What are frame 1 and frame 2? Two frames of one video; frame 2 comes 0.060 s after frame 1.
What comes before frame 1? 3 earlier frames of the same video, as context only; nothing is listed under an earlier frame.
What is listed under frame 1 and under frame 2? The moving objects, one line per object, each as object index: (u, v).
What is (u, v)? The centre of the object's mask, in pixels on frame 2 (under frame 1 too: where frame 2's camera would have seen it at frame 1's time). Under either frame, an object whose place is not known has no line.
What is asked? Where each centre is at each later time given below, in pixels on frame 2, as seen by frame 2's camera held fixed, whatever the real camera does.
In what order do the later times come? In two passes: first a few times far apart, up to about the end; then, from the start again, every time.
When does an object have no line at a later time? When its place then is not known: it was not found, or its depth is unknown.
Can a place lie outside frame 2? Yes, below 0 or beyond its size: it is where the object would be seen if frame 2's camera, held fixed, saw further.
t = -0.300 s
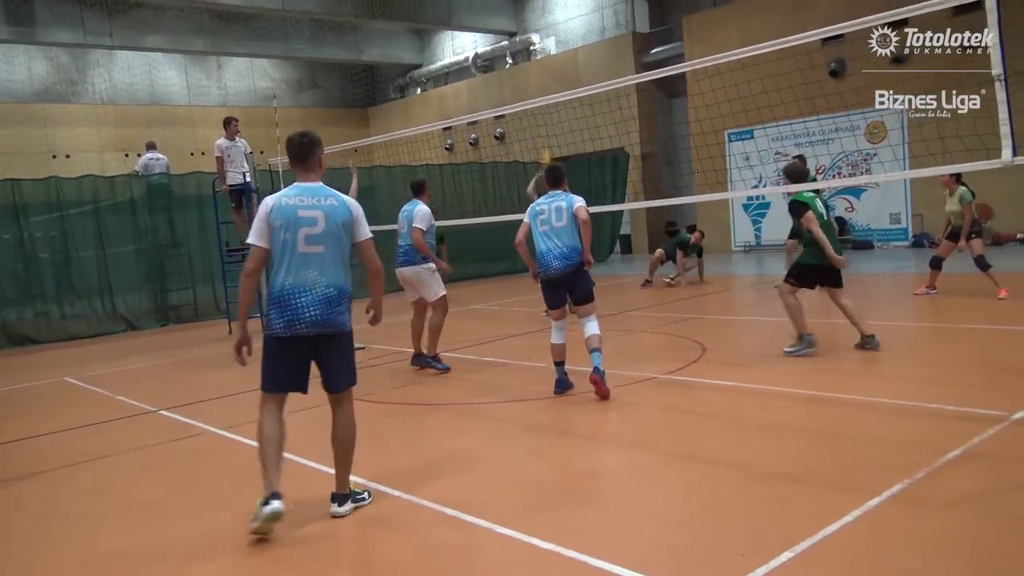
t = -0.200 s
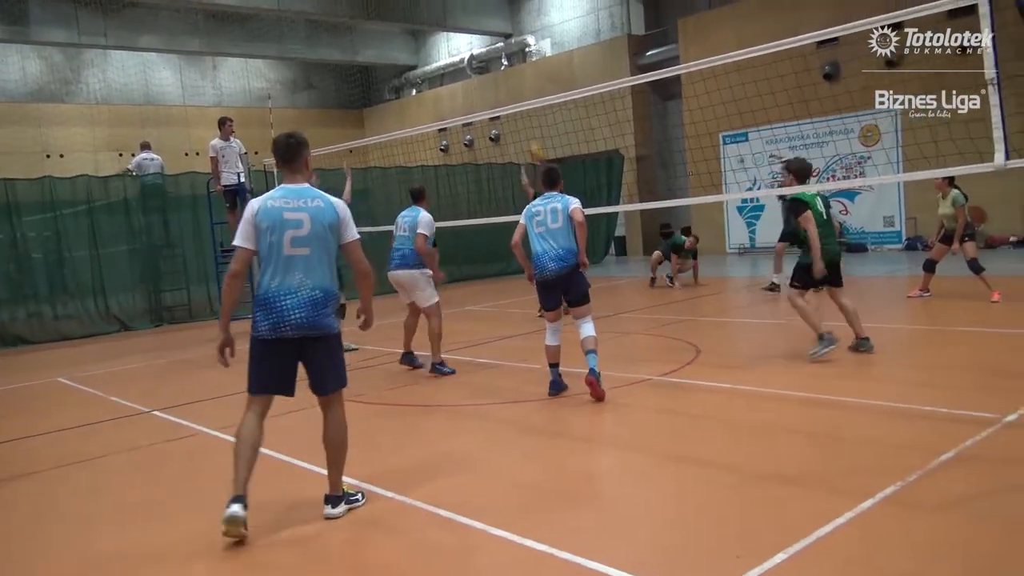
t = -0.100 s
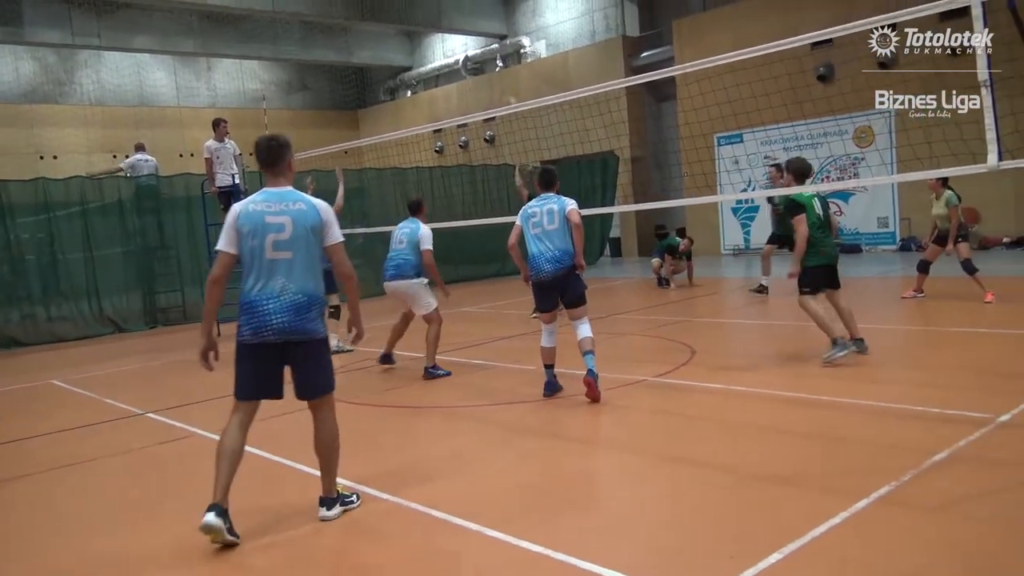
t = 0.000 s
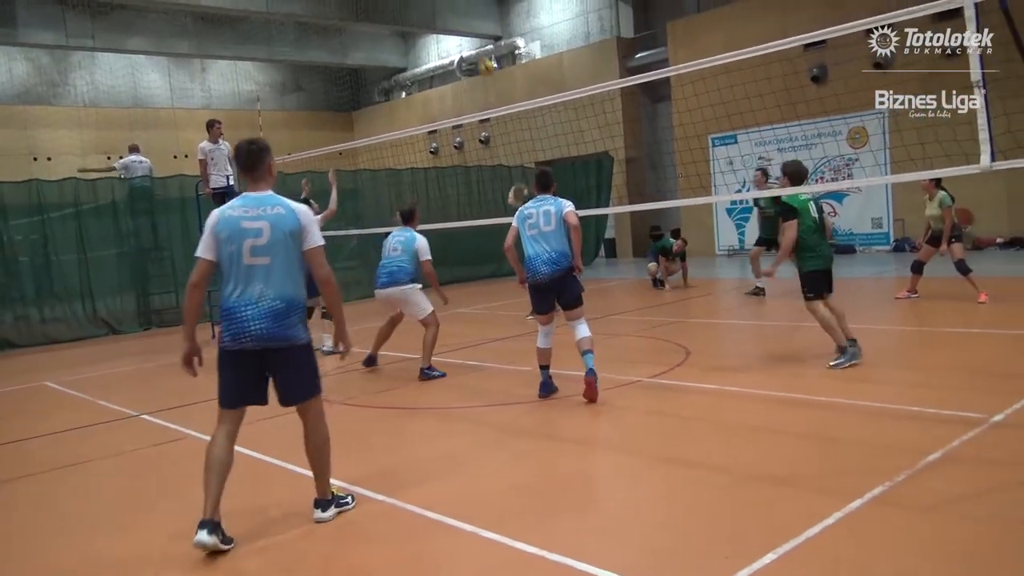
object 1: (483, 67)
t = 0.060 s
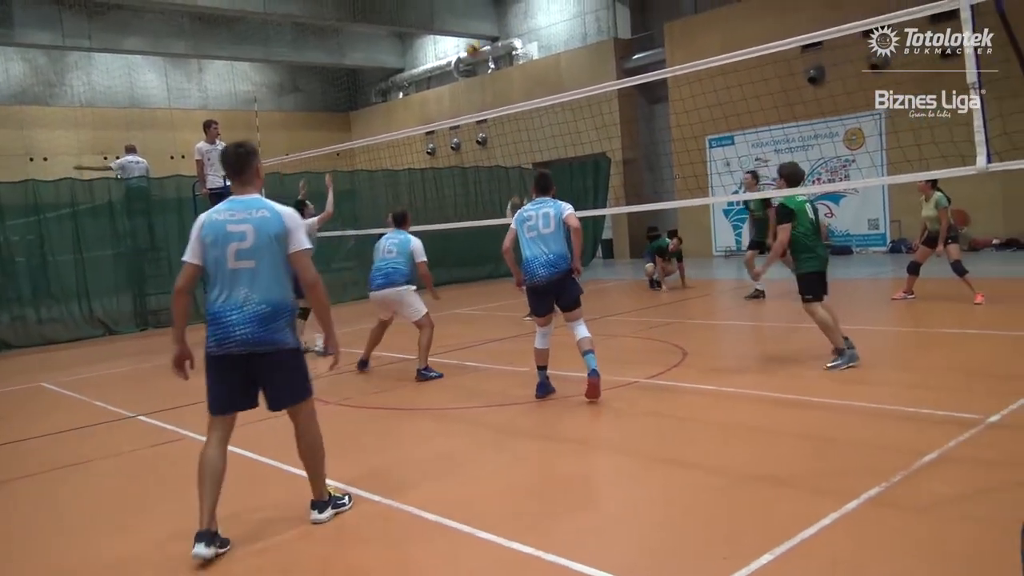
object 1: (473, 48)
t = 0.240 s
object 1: (442, 5)
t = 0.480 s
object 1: (404, -12)
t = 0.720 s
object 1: (372, 9)
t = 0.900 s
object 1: (353, 53)
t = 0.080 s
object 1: (469, 42)
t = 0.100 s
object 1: (465, 36)
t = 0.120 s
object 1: (462, 31)
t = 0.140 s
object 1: (458, 25)
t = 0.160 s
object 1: (454, 22)
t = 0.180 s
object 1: (451, 17)
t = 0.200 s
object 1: (448, 13)
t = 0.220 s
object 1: (445, 9)
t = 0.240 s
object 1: (442, 5)
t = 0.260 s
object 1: (438, 2)
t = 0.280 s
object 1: (435, 0)
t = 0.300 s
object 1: (432, -2)
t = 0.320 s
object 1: (428, -4)
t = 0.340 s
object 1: (426, -5)
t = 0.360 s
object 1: (423, -7)
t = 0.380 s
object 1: (420, -8)
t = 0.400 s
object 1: (416, -10)
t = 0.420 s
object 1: (413, -11)
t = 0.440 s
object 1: (410, -11)
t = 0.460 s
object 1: (407, -12)
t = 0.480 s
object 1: (404, -12)
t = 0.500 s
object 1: (401, -12)
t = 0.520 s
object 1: (398, -12)
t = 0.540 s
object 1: (395, -12)
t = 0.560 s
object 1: (392, -10)
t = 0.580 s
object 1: (390, -9)
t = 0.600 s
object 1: (388, -7)
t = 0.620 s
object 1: (385, -5)
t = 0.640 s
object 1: (383, -3)
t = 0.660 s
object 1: (380, -1)
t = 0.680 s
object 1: (378, 2)
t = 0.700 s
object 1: (375, 5)
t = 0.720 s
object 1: (372, 9)
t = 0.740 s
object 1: (370, 12)
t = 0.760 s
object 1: (368, 16)
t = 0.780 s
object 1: (366, 20)
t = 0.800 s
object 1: (363, 25)
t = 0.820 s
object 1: (361, 30)
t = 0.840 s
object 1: (359, 35)
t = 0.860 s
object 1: (357, 40)
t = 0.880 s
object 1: (354, 46)
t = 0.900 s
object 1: (353, 53)
